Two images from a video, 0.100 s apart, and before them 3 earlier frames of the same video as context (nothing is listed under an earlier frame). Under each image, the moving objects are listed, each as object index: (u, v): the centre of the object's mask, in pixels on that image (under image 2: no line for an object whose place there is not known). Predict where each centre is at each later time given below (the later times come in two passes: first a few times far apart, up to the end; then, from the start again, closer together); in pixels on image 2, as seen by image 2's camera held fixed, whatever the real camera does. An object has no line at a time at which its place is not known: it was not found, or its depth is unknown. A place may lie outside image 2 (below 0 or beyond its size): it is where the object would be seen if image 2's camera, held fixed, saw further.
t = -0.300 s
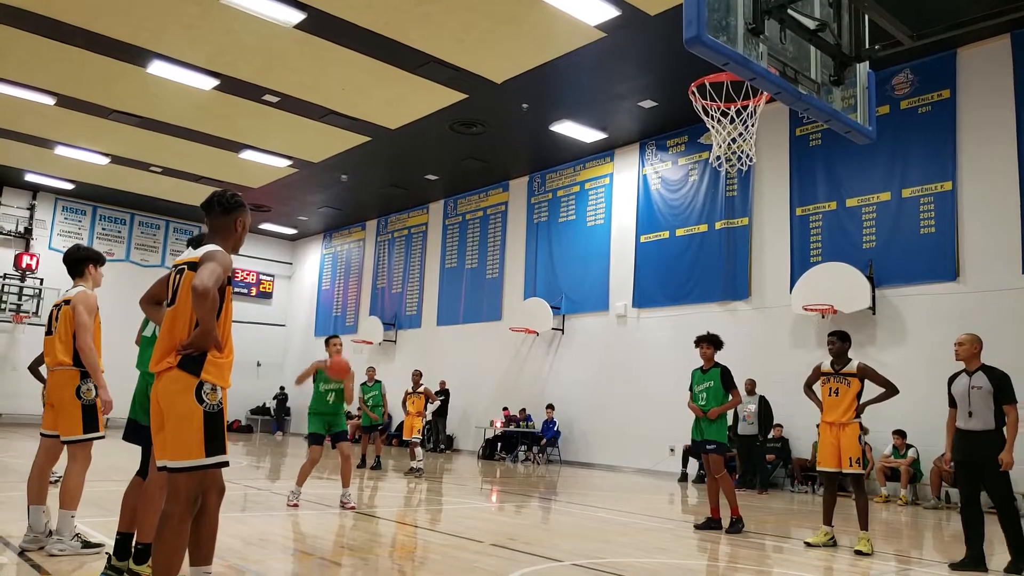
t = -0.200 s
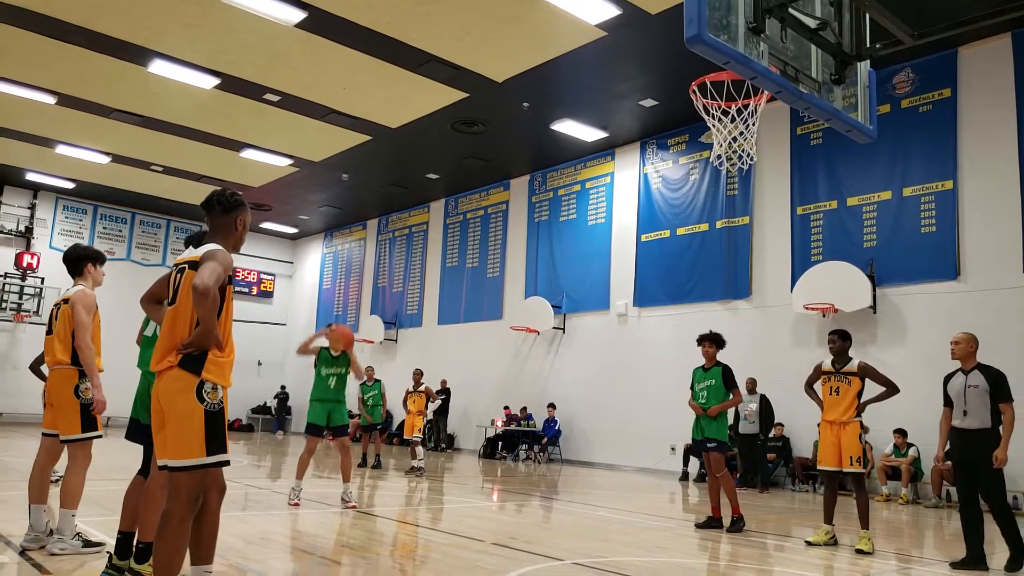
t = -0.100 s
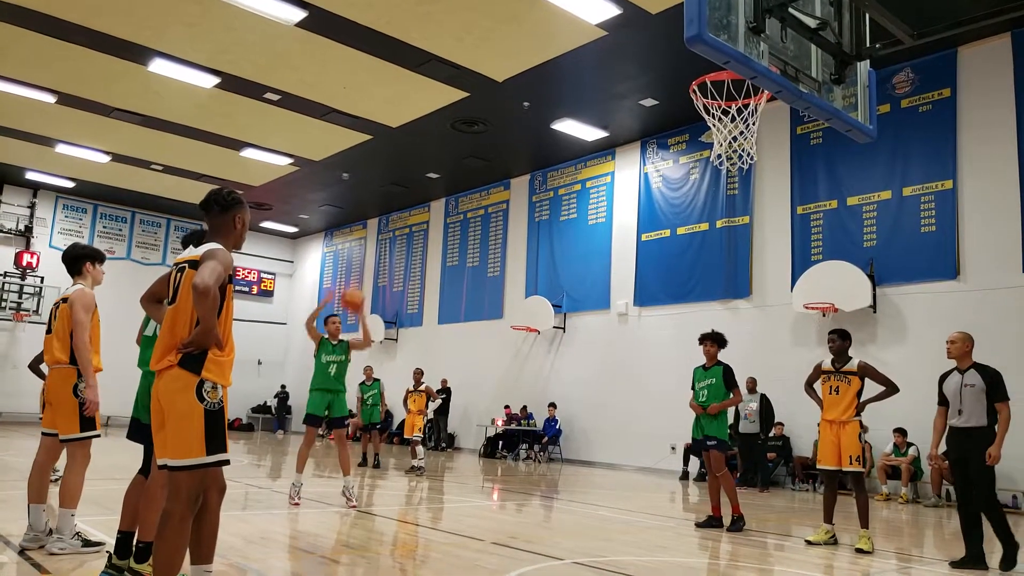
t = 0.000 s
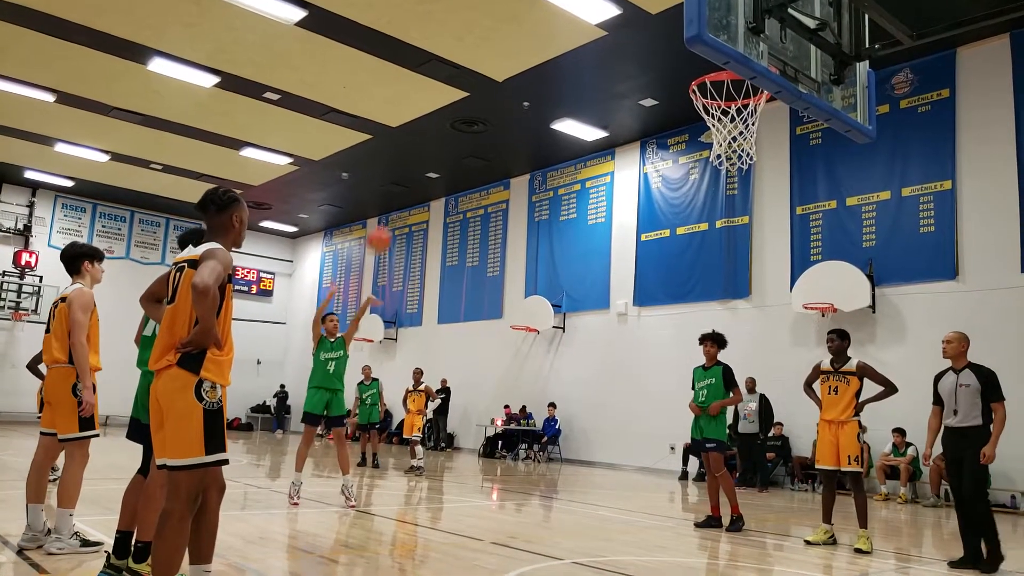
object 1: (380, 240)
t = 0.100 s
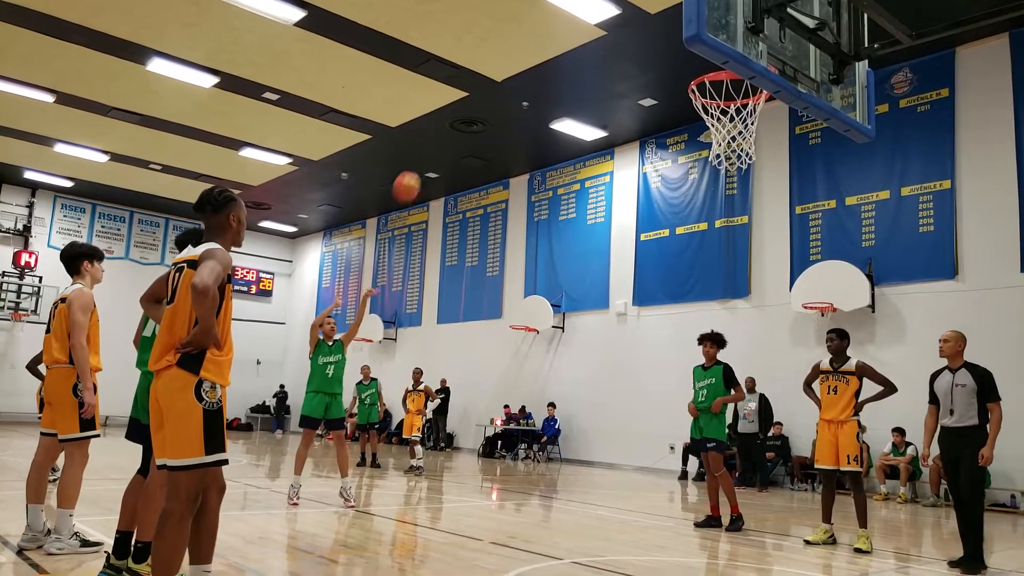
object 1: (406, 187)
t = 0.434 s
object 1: (513, 61)
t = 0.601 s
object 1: (574, 36)
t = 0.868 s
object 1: (689, 65)
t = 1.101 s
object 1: (729, 78)
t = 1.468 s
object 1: (646, 79)
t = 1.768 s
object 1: (575, 238)
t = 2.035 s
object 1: (506, 507)
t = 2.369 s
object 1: (451, 333)
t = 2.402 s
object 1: (445, 315)
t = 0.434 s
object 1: (513, 61)
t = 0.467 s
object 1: (524, 54)
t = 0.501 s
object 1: (536, 48)
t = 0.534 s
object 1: (549, 43)
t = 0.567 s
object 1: (561, 39)
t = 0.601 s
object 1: (574, 36)
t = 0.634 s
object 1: (588, 35)
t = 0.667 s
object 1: (602, 35)
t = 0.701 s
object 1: (615, 35)
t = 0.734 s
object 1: (629, 38)
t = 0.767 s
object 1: (644, 41)
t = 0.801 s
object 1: (659, 47)
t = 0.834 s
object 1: (674, 55)
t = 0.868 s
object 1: (689, 65)
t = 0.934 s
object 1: (724, 87)
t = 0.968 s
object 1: (730, 89)
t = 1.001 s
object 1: (735, 90)
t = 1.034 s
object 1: (743, 90)
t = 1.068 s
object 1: (741, 88)
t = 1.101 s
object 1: (729, 78)
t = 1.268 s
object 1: (687, 58)
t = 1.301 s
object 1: (681, 56)
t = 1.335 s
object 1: (675, 56)
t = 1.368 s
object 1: (669, 59)
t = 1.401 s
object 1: (662, 64)
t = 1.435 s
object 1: (654, 71)
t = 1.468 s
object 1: (646, 79)
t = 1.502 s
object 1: (639, 90)
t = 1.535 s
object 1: (631, 102)
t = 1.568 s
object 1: (623, 116)
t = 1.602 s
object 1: (617, 130)
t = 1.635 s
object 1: (608, 148)
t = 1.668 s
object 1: (599, 167)
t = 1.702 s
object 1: (591, 190)
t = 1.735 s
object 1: (583, 213)
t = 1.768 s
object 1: (575, 238)
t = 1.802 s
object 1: (567, 263)
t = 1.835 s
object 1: (559, 290)
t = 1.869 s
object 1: (551, 321)
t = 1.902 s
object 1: (542, 354)
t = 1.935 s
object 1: (534, 387)
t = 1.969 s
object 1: (525, 427)
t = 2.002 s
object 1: (516, 462)
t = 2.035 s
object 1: (506, 507)
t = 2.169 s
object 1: (480, 482)
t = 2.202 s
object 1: (476, 452)
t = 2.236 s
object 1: (471, 423)
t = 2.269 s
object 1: (467, 397)
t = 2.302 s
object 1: (461, 373)
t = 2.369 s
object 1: (451, 333)
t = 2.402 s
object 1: (445, 315)
